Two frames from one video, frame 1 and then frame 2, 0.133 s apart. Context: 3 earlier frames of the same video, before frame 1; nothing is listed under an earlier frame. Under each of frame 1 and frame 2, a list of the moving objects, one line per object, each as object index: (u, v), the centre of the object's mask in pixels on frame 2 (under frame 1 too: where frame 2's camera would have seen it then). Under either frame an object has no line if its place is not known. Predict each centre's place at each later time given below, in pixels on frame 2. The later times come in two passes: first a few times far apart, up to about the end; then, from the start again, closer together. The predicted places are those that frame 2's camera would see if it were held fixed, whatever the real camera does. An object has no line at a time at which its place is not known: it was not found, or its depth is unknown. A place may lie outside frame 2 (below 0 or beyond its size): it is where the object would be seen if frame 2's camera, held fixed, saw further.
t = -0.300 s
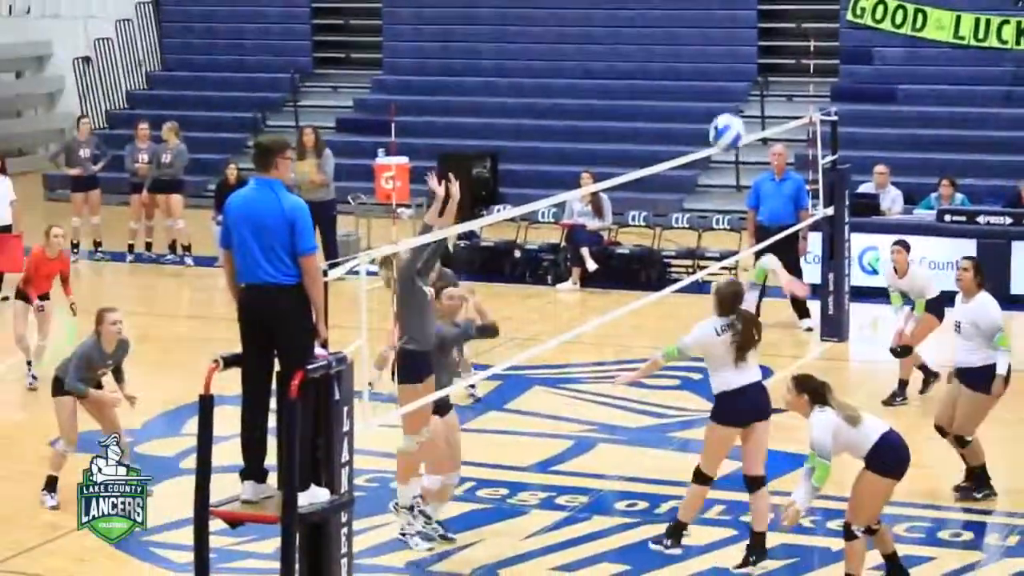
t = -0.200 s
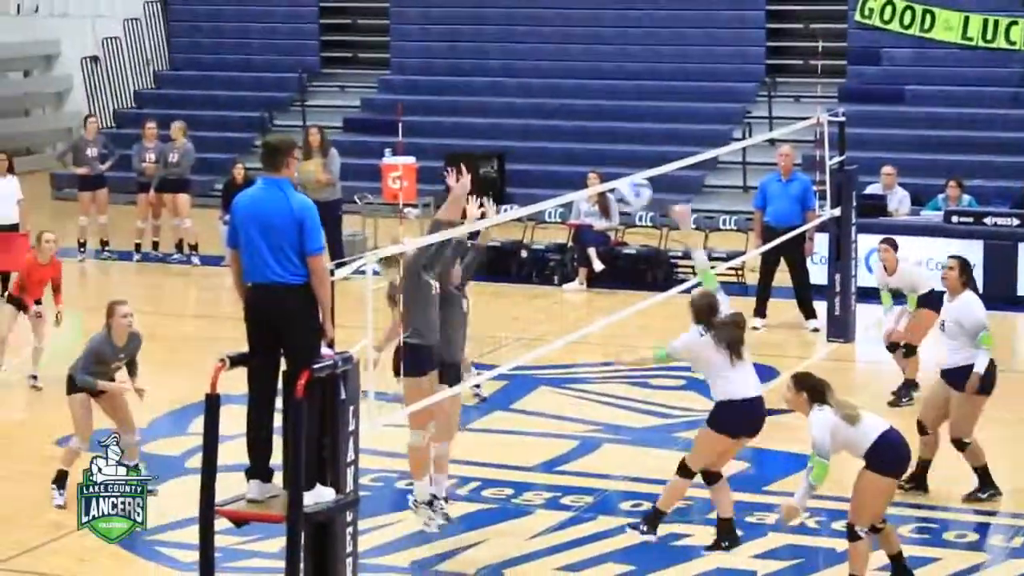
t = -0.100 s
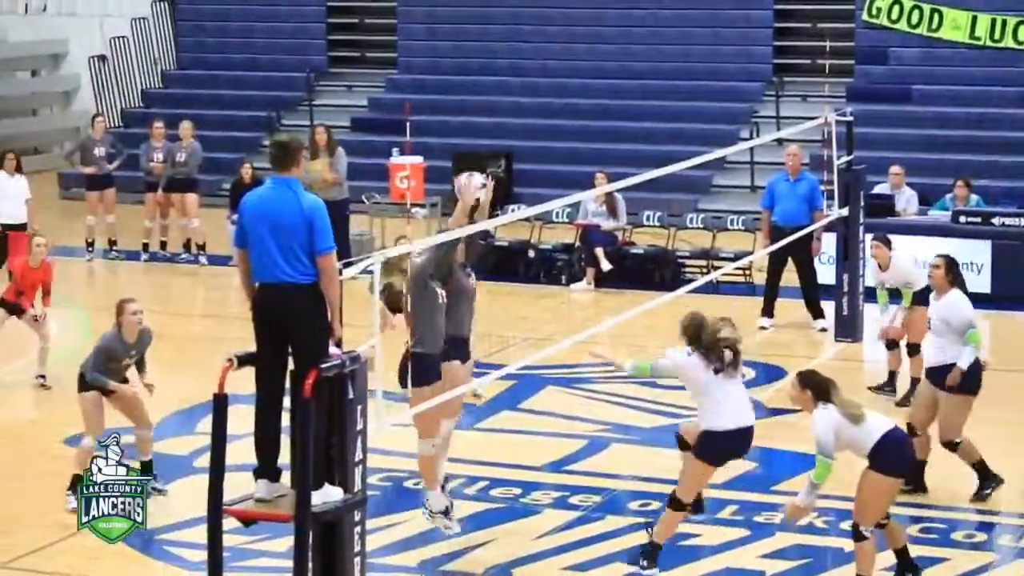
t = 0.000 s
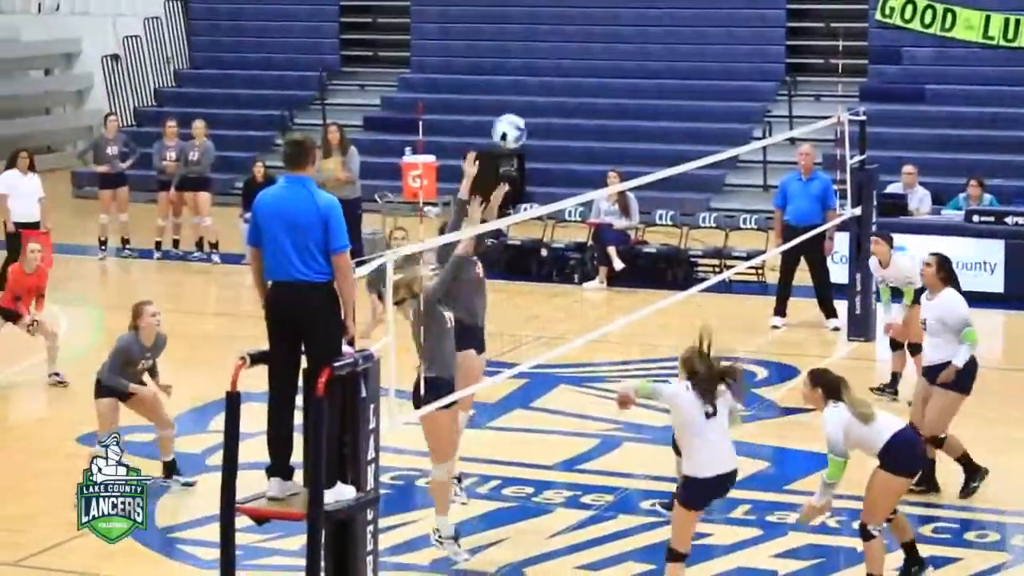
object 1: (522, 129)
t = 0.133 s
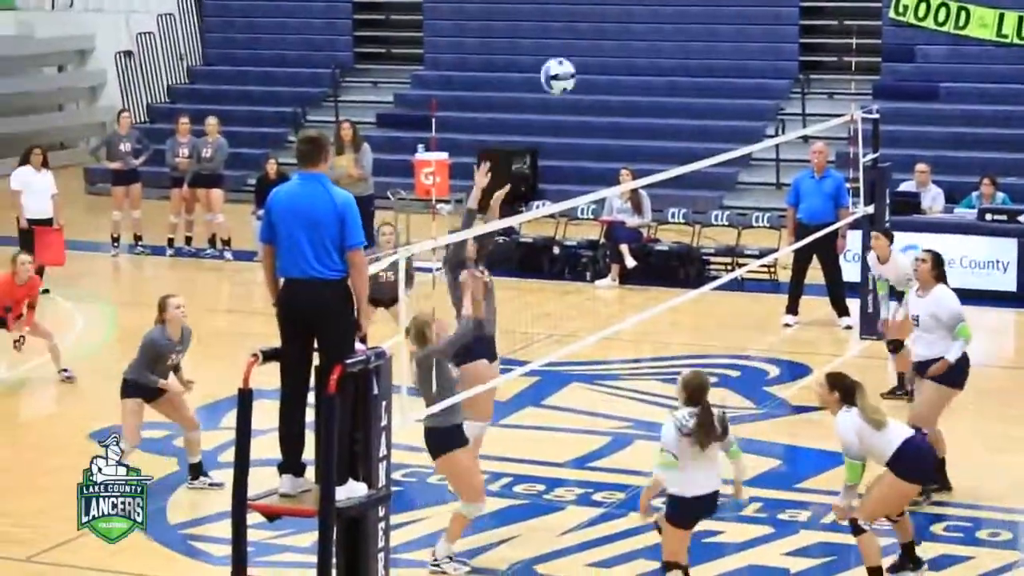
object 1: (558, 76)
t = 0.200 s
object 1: (578, 59)
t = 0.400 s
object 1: (639, 53)
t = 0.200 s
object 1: (578, 59)
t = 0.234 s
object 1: (588, 54)
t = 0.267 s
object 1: (598, 49)
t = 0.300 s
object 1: (608, 47)
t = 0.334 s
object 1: (619, 47)
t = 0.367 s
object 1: (629, 49)
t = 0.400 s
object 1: (639, 53)
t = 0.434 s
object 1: (650, 60)
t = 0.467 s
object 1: (660, 70)
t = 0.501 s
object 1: (672, 77)
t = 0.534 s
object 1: (683, 91)
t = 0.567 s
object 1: (694, 107)
